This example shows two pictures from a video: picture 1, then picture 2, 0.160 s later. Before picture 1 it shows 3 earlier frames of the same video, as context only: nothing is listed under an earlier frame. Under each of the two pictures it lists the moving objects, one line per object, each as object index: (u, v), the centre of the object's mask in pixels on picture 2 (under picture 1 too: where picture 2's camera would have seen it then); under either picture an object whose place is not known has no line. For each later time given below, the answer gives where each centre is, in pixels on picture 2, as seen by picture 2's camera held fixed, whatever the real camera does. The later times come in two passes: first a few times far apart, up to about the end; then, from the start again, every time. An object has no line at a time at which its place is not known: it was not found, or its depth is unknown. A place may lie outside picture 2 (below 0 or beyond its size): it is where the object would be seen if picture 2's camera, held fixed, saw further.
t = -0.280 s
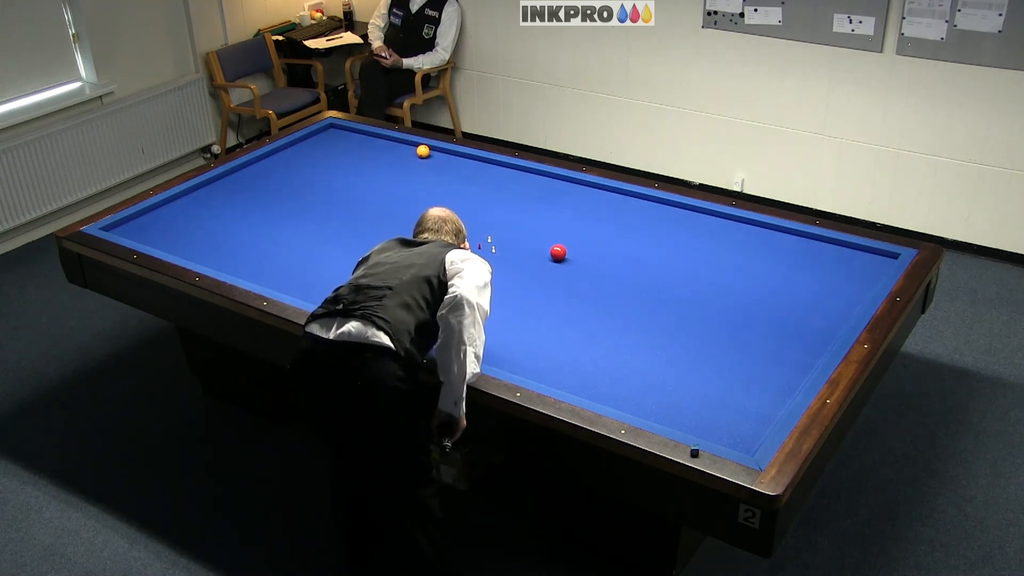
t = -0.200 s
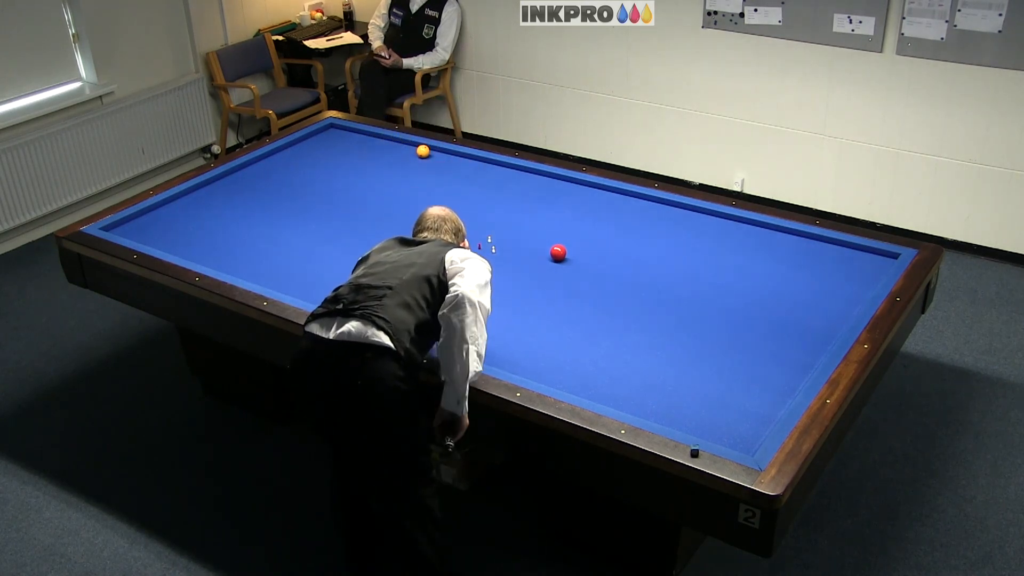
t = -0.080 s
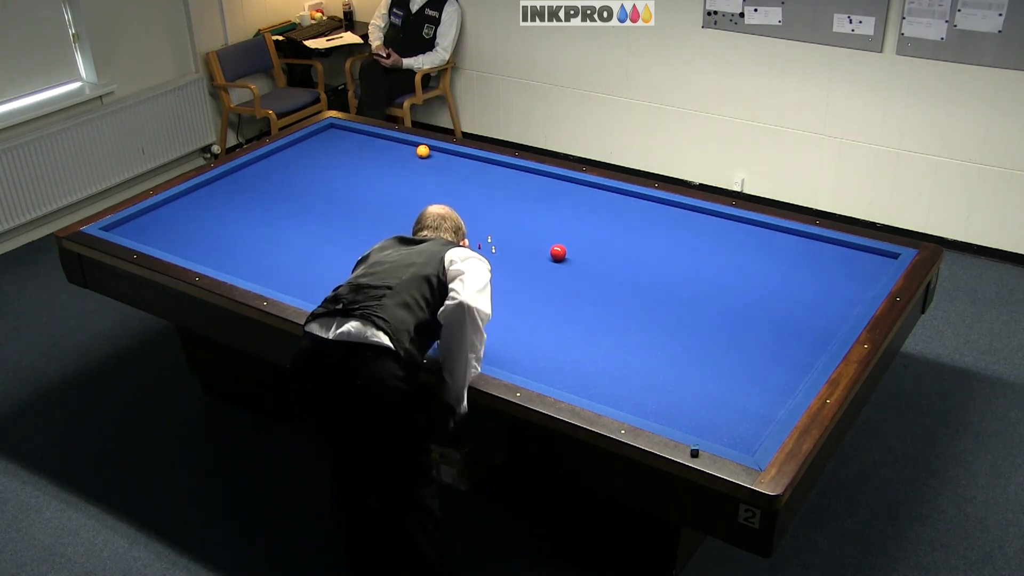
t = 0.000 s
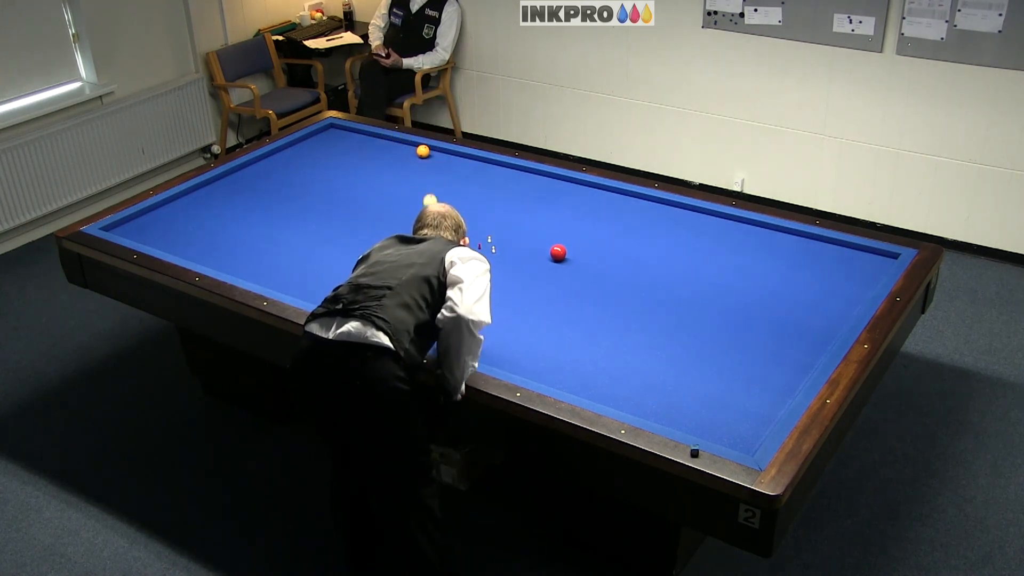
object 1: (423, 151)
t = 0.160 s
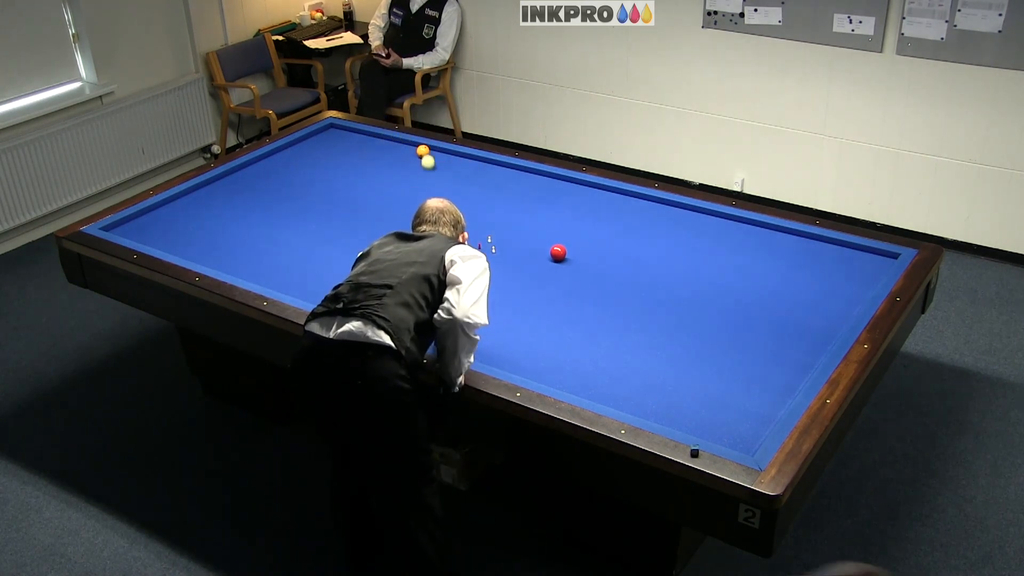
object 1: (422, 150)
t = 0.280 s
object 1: (400, 147)
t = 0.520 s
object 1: (332, 153)
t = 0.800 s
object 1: (263, 160)
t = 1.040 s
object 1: (250, 175)
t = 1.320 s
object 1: (239, 196)
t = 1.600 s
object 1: (227, 218)
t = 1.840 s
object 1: (215, 238)
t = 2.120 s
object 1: (202, 260)
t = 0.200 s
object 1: (420, 148)
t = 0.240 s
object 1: (414, 146)
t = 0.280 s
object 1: (400, 147)
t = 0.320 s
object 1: (387, 148)
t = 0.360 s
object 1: (375, 149)
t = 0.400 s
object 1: (363, 150)
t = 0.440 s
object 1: (352, 151)
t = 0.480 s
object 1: (342, 152)
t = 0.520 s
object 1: (332, 153)
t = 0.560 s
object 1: (322, 154)
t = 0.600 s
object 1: (312, 155)
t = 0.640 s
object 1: (302, 156)
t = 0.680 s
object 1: (292, 157)
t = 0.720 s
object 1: (283, 158)
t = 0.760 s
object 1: (273, 159)
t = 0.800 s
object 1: (263, 160)
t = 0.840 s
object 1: (257, 161)
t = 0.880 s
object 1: (256, 164)
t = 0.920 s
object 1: (255, 167)
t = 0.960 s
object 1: (254, 170)
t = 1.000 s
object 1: (252, 173)
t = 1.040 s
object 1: (250, 175)
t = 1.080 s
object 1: (249, 178)
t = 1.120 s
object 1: (247, 181)
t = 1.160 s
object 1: (246, 184)
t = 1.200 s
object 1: (244, 187)
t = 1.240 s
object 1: (242, 190)
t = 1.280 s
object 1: (241, 193)
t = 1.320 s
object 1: (239, 196)
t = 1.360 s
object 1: (237, 199)
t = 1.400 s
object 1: (235, 202)
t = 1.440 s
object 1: (234, 205)
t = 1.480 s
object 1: (232, 209)
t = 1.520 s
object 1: (230, 212)
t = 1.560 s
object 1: (228, 215)
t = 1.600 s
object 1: (227, 218)
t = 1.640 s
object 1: (225, 221)
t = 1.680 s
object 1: (223, 225)
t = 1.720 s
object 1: (221, 228)
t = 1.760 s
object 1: (219, 231)
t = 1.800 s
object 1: (217, 235)
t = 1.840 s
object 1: (215, 238)
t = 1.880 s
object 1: (213, 242)
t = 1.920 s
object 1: (211, 245)
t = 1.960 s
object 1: (209, 249)
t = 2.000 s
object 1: (207, 252)
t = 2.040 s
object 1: (205, 255)
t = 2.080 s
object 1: (204, 258)
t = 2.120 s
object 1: (202, 260)
